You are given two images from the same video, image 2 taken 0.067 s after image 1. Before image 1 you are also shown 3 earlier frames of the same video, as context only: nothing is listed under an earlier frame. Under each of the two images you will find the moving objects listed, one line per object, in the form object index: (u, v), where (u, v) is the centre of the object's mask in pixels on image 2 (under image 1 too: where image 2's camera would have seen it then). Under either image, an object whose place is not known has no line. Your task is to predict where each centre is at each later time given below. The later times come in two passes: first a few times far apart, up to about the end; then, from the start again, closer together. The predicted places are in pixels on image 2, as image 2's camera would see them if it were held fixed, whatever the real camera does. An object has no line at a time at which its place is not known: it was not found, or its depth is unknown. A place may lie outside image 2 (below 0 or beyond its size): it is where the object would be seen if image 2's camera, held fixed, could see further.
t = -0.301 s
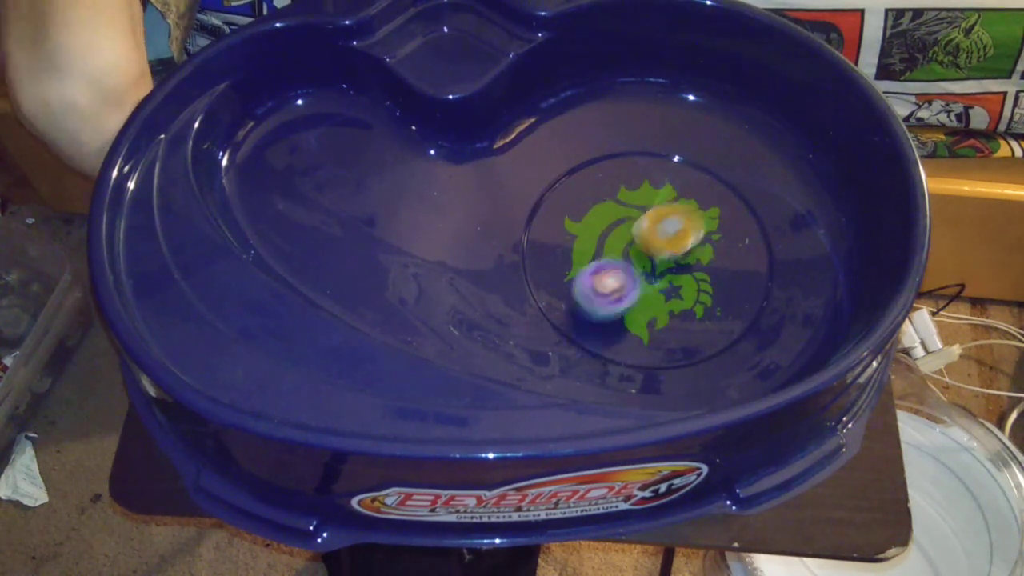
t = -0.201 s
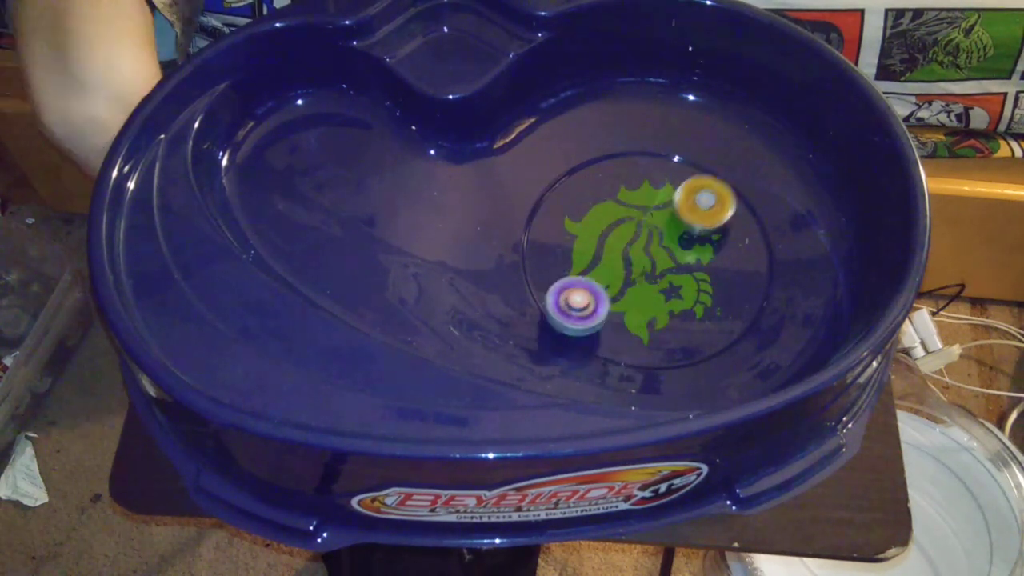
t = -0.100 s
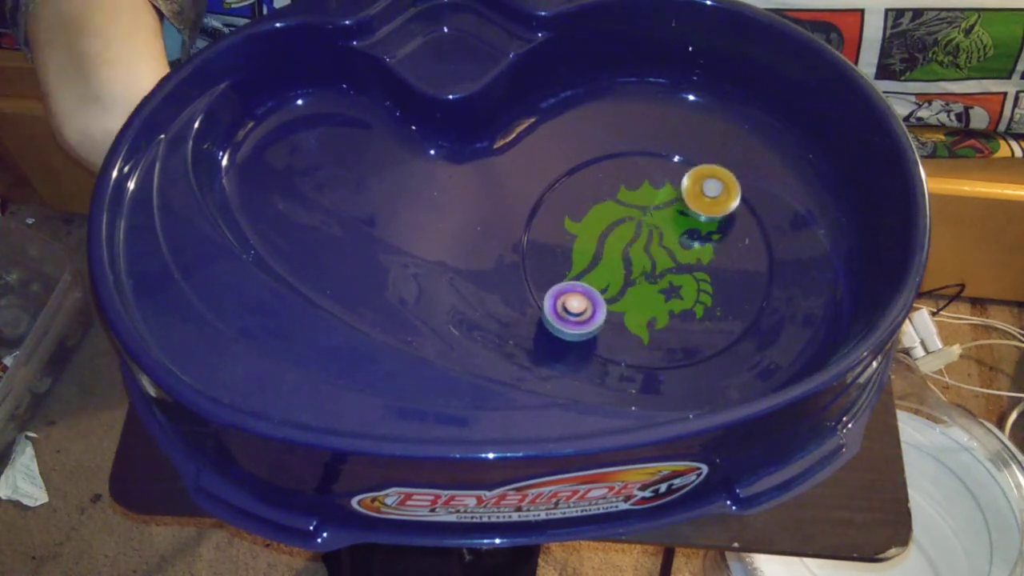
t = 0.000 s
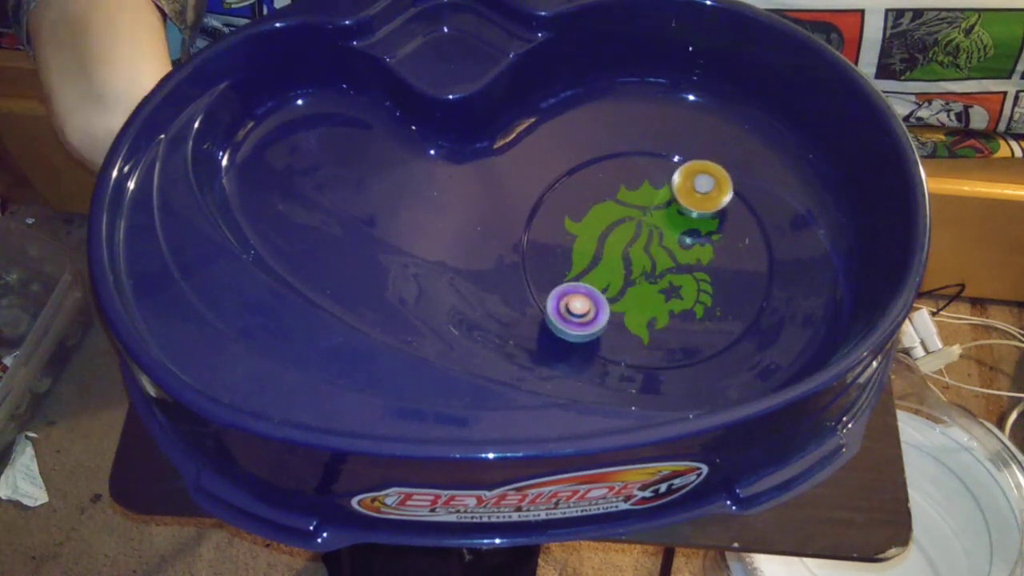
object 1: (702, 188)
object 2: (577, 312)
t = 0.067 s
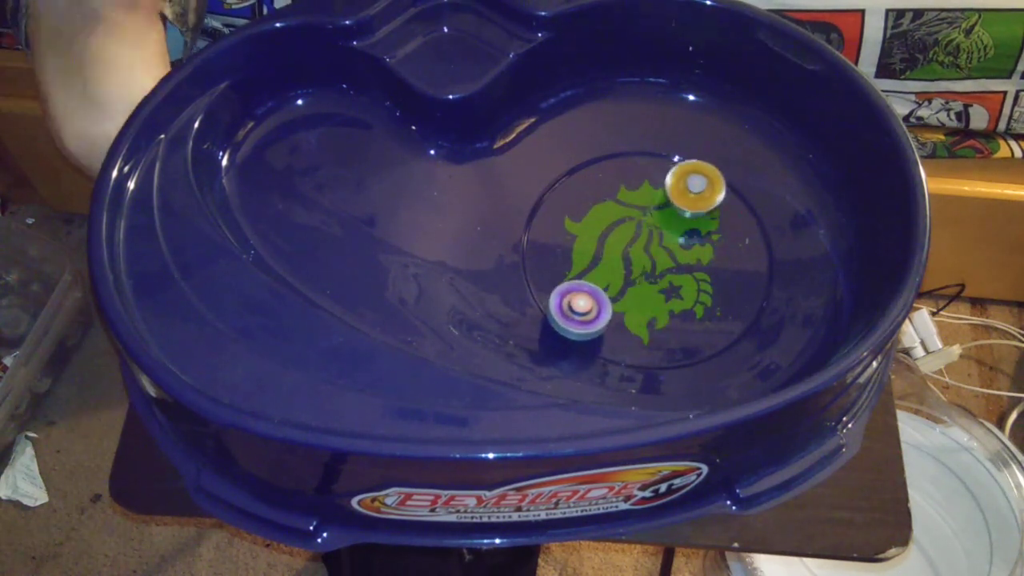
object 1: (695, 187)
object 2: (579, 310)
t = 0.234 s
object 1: (679, 192)
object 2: (583, 299)
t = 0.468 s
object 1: (658, 210)
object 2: (587, 270)
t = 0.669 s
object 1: (646, 231)
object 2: (587, 248)
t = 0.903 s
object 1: (667, 246)
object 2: (572, 236)
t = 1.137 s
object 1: (659, 256)
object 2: (584, 231)
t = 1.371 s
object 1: (676, 278)
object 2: (585, 214)
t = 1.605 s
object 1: (684, 287)
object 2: (598, 214)
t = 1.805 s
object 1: (674, 281)
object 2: (616, 221)
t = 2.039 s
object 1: (666, 297)
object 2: (626, 207)
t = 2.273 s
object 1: (658, 302)
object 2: (634, 207)
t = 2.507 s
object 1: (645, 286)
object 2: (643, 221)
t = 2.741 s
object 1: (613, 311)
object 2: (663, 199)
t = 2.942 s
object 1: (609, 303)
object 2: (660, 202)
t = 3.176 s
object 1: (609, 280)
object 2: (657, 218)
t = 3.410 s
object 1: (591, 266)
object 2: (677, 227)
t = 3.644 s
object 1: (596, 255)
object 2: (682, 234)
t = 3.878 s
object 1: (612, 247)
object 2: (675, 245)
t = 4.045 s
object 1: (613, 241)
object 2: (677, 255)
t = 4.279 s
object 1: (610, 237)
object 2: (677, 266)
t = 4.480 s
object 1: (592, 220)
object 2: (695, 286)
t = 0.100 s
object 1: (691, 188)
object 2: (580, 309)
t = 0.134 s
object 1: (688, 188)
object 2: (581, 307)
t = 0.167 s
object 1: (685, 190)
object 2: (582, 304)
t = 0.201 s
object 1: (682, 191)
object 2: (583, 301)
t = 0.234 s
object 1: (679, 192)
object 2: (583, 299)
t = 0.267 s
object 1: (676, 194)
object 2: (584, 295)
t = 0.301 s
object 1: (673, 196)
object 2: (584, 291)
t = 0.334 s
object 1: (670, 198)
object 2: (585, 288)
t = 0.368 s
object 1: (667, 201)
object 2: (586, 283)
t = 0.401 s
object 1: (664, 204)
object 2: (586, 278)
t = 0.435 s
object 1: (661, 207)
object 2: (587, 274)
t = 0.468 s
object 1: (658, 210)
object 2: (587, 270)
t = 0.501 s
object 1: (655, 214)
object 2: (588, 266)
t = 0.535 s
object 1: (652, 217)
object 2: (588, 262)
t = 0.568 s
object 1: (650, 221)
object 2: (589, 258)
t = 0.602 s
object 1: (647, 224)
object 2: (589, 254)
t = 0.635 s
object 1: (645, 228)
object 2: (589, 251)
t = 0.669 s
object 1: (646, 231)
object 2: (587, 248)
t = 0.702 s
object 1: (646, 234)
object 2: (586, 246)
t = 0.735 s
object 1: (652, 236)
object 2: (581, 243)
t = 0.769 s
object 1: (659, 238)
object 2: (576, 242)
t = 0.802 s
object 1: (663, 240)
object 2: (574, 240)
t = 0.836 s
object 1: (666, 243)
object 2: (573, 239)
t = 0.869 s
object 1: (667, 245)
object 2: (572, 237)
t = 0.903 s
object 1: (667, 246)
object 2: (572, 236)
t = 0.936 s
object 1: (667, 248)
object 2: (573, 235)
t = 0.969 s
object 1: (666, 250)
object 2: (574, 234)
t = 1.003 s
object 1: (665, 251)
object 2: (575, 234)
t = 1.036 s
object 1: (664, 253)
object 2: (577, 233)
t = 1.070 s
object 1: (662, 254)
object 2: (579, 232)
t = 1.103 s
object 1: (661, 255)
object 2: (581, 232)
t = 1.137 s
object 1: (659, 256)
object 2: (584, 231)
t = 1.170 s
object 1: (657, 256)
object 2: (587, 230)
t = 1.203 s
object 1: (655, 257)
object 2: (590, 230)
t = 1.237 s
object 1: (653, 258)
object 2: (593, 230)
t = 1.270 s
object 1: (653, 259)
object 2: (595, 229)
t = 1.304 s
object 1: (661, 265)
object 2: (591, 222)
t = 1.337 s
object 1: (670, 272)
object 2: (587, 217)
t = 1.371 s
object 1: (676, 278)
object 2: (585, 214)
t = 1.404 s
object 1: (680, 282)
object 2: (585, 212)
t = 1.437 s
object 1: (682, 284)
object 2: (587, 212)
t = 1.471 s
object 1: (683, 286)
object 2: (588, 212)
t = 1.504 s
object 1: (684, 287)
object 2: (590, 212)
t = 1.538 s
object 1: (684, 287)
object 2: (593, 213)
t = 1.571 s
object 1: (684, 287)
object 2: (595, 213)
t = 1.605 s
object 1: (684, 287)
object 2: (598, 214)
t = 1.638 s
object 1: (683, 286)
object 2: (600, 215)
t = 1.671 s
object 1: (682, 286)
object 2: (603, 216)
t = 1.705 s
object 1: (680, 285)
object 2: (606, 217)
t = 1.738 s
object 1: (679, 284)
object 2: (610, 219)
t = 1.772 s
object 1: (676, 283)
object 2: (613, 220)
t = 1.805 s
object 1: (674, 281)
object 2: (616, 221)
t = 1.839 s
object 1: (672, 280)
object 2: (619, 222)
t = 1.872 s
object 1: (669, 279)
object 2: (622, 224)
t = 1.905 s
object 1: (666, 277)
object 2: (625, 225)
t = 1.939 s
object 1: (663, 276)
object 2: (628, 226)
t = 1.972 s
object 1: (663, 279)
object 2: (629, 223)
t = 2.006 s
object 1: (665, 290)
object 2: (628, 213)
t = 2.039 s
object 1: (666, 297)
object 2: (626, 207)
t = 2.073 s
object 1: (665, 302)
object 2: (627, 204)
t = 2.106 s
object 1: (664, 304)
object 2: (628, 203)
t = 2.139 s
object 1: (663, 305)
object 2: (629, 202)
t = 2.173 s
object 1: (662, 305)
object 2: (630, 203)
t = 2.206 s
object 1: (661, 304)
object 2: (631, 204)
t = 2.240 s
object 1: (659, 303)
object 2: (632, 205)
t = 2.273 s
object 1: (658, 302)
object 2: (634, 207)
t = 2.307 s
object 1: (656, 301)
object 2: (635, 208)
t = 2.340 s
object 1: (655, 299)
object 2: (636, 210)
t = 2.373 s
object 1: (653, 297)
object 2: (637, 213)
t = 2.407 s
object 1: (651, 295)
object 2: (638, 215)
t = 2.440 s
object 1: (649, 292)
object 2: (640, 217)
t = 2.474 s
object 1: (647, 289)
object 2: (641, 219)
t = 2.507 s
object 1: (645, 286)
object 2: (643, 221)
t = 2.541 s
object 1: (642, 283)
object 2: (645, 223)
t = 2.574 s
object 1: (640, 280)
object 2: (646, 225)
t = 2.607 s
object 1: (634, 286)
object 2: (650, 219)
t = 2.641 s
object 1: (627, 297)
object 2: (655, 210)
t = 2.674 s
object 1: (621, 304)
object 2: (659, 204)
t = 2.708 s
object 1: (616, 309)
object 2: (661, 200)
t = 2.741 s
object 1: (613, 311)
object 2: (663, 199)
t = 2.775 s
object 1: (611, 311)
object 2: (663, 198)
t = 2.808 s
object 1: (610, 311)
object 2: (663, 198)
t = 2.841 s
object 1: (609, 309)
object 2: (662, 199)
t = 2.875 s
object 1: (609, 308)
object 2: (661, 199)
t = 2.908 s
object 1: (609, 306)
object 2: (660, 200)
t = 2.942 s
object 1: (609, 303)
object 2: (660, 202)
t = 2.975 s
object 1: (609, 301)
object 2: (659, 203)
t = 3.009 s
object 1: (609, 298)
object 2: (658, 205)
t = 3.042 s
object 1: (608, 295)
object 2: (658, 207)
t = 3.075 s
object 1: (608, 292)
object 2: (657, 210)
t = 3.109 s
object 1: (608, 288)
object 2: (657, 212)
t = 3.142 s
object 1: (609, 284)
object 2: (657, 215)
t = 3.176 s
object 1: (609, 280)
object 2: (657, 218)
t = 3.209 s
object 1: (610, 276)
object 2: (657, 221)
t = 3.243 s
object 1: (611, 272)
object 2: (657, 224)
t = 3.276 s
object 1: (612, 268)
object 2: (657, 227)
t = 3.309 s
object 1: (611, 265)
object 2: (658, 229)
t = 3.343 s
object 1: (603, 266)
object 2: (666, 228)
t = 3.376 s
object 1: (595, 266)
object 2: (672, 227)
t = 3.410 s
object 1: (591, 266)
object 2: (677, 227)
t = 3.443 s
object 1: (588, 264)
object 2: (679, 228)
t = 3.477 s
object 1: (588, 263)
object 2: (681, 229)
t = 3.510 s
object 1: (588, 261)
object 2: (682, 230)
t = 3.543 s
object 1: (589, 260)
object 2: (682, 231)
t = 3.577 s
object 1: (591, 258)
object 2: (682, 232)
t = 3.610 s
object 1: (593, 256)
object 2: (682, 233)
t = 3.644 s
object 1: (596, 255)
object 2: (682, 234)
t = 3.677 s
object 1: (598, 254)
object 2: (681, 235)
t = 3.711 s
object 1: (600, 253)
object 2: (681, 236)
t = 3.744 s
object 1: (603, 252)
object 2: (679, 238)
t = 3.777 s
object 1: (605, 251)
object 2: (678, 240)
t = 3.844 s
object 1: (610, 249)
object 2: (676, 243)
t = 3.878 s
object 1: (612, 247)
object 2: (675, 245)
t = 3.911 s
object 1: (610, 246)
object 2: (677, 246)
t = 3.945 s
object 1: (609, 244)
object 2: (679, 248)
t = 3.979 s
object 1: (609, 242)
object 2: (679, 252)
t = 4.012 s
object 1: (611, 242)
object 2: (678, 253)
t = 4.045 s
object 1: (613, 241)
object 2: (677, 255)
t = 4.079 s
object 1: (613, 241)
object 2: (677, 255)
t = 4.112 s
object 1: (613, 241)
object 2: (677, 256)
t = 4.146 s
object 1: (608, 238)
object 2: (681, 260)
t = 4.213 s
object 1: (608, 237)
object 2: (681, 262)
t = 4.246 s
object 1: (608, 237)
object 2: (680, 263)
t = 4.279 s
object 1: (610, 237)
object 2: (677, 266)
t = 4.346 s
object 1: (611, 237)
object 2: (676, 266)
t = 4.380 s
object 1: (613, 238)
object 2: (674, 267)
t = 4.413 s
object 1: (609, 233)
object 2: (678, 272)
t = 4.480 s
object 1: (592, 220)
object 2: (695, 286)
